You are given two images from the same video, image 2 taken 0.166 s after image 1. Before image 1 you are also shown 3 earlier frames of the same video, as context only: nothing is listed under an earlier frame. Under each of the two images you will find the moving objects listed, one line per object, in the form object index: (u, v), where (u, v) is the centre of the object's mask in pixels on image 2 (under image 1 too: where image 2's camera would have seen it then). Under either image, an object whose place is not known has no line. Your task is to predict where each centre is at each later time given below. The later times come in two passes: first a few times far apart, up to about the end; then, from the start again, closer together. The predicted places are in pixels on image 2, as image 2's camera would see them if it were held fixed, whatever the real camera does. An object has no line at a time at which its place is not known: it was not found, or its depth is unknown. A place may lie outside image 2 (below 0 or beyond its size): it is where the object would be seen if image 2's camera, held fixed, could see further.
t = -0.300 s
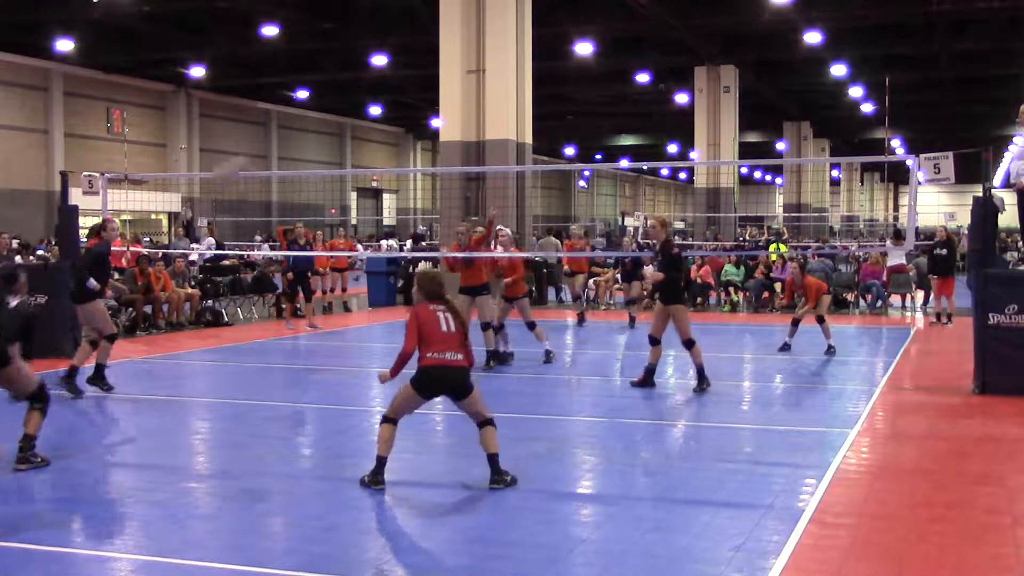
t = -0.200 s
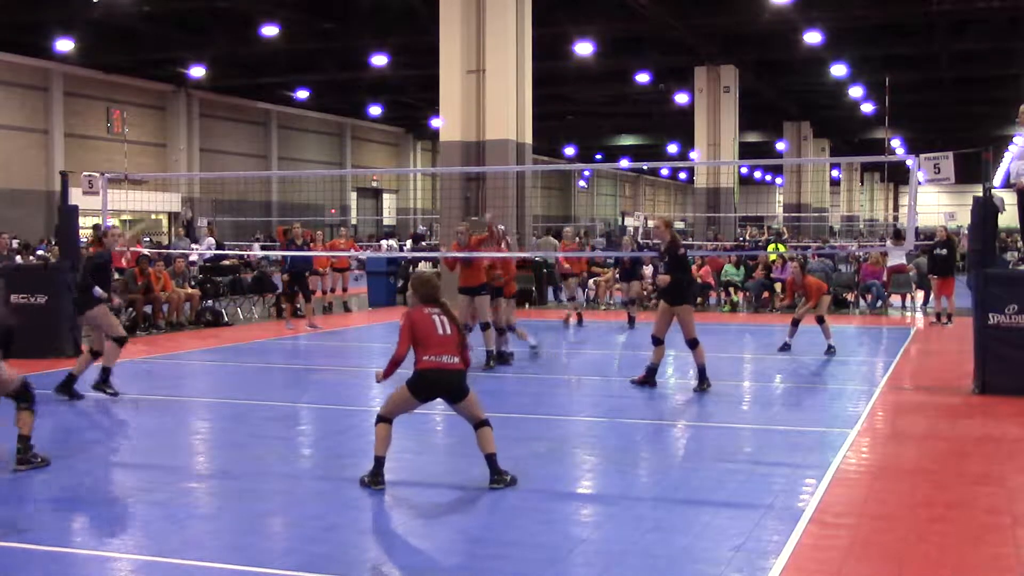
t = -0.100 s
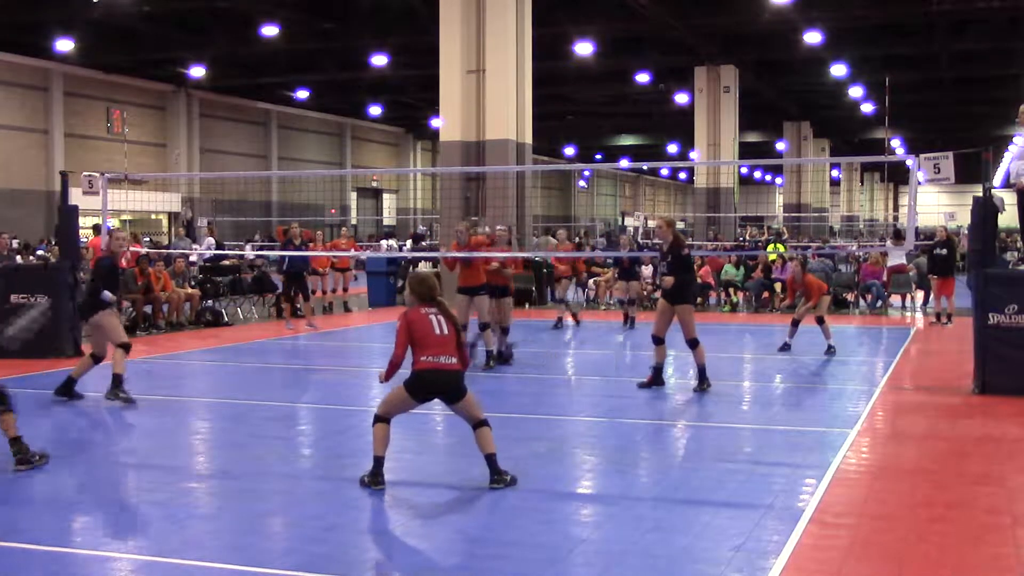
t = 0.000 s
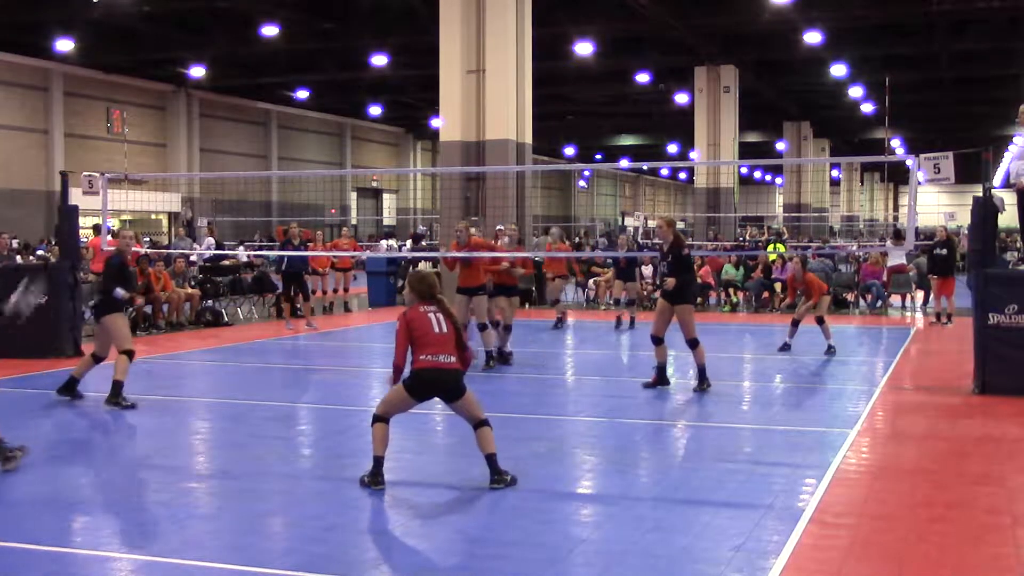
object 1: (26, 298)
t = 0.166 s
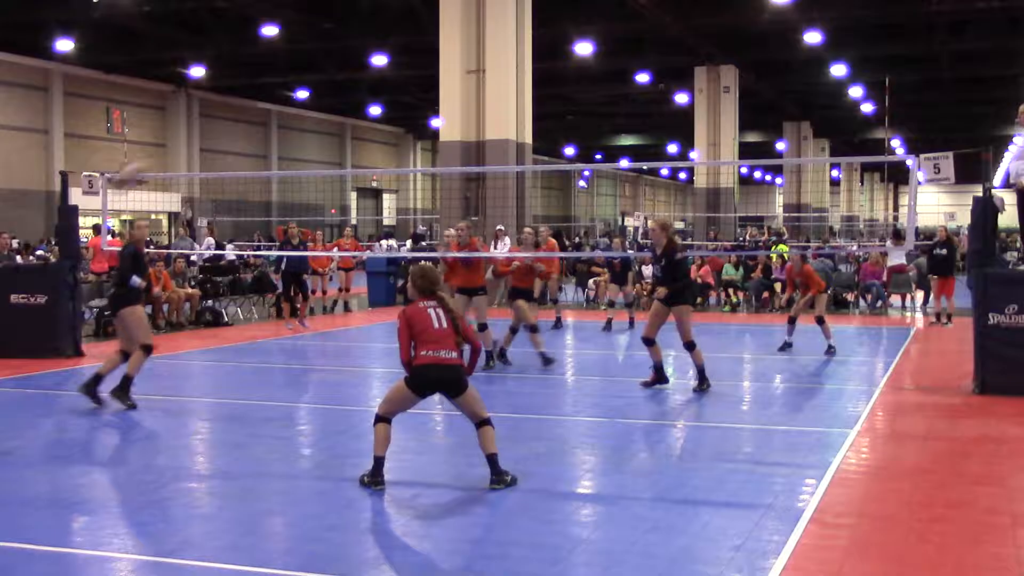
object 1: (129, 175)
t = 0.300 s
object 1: (201, 111)
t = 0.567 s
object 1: (325, 66)
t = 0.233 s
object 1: (163, 138)
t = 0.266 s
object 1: (181, 125)
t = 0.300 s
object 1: (201, 111)
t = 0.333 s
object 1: (216, 101)
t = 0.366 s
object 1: (236, 89)
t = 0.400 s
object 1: (251, 85)
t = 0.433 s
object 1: (266, 79)
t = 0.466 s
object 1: (281, 74)
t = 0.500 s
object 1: (296, 69)
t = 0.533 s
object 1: (310, 68)
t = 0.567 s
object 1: (325, 66)
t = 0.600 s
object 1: (338, 66)
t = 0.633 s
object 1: (351, 67)
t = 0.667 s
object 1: (362, 68)
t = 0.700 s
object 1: (376, 73)
